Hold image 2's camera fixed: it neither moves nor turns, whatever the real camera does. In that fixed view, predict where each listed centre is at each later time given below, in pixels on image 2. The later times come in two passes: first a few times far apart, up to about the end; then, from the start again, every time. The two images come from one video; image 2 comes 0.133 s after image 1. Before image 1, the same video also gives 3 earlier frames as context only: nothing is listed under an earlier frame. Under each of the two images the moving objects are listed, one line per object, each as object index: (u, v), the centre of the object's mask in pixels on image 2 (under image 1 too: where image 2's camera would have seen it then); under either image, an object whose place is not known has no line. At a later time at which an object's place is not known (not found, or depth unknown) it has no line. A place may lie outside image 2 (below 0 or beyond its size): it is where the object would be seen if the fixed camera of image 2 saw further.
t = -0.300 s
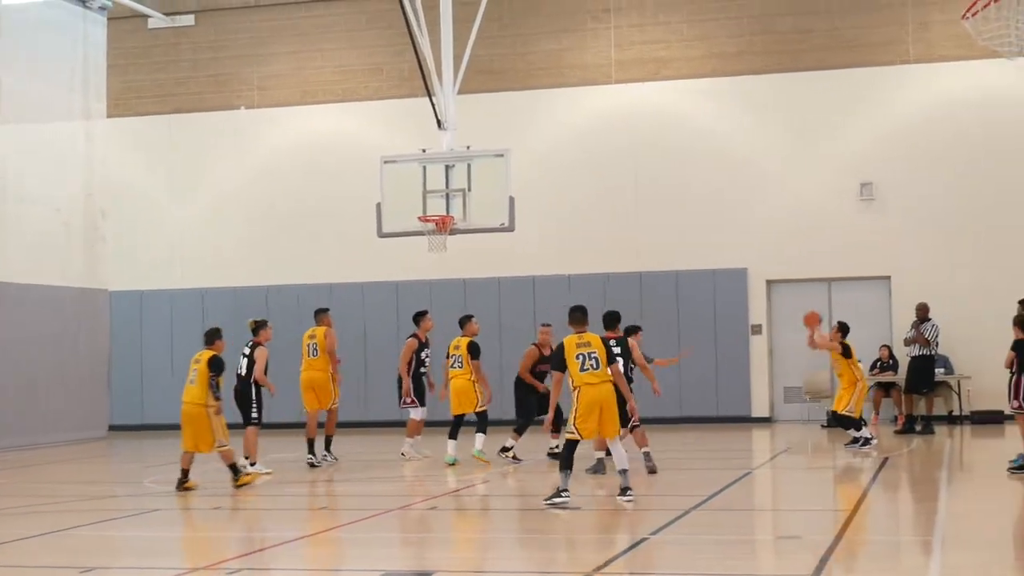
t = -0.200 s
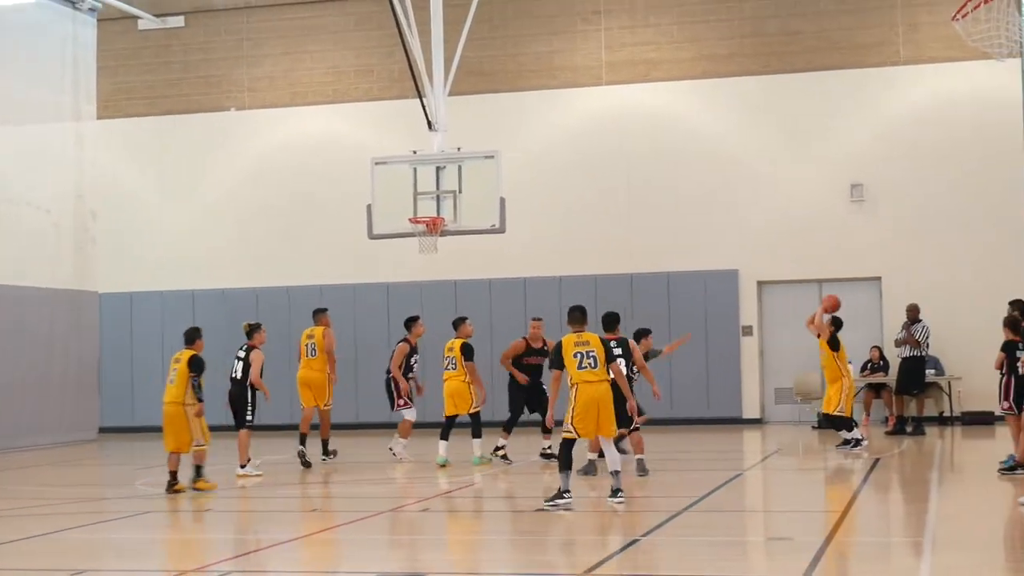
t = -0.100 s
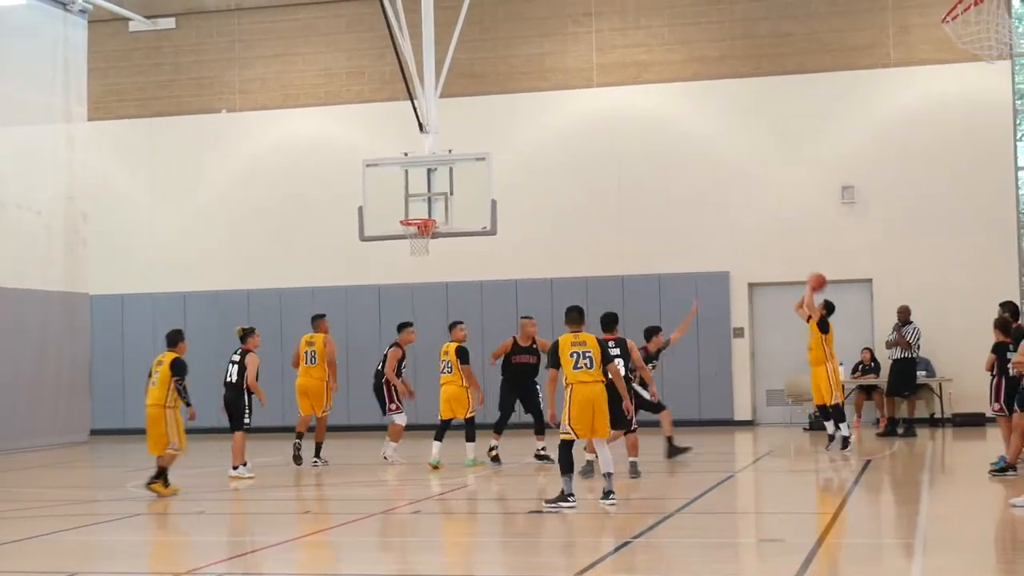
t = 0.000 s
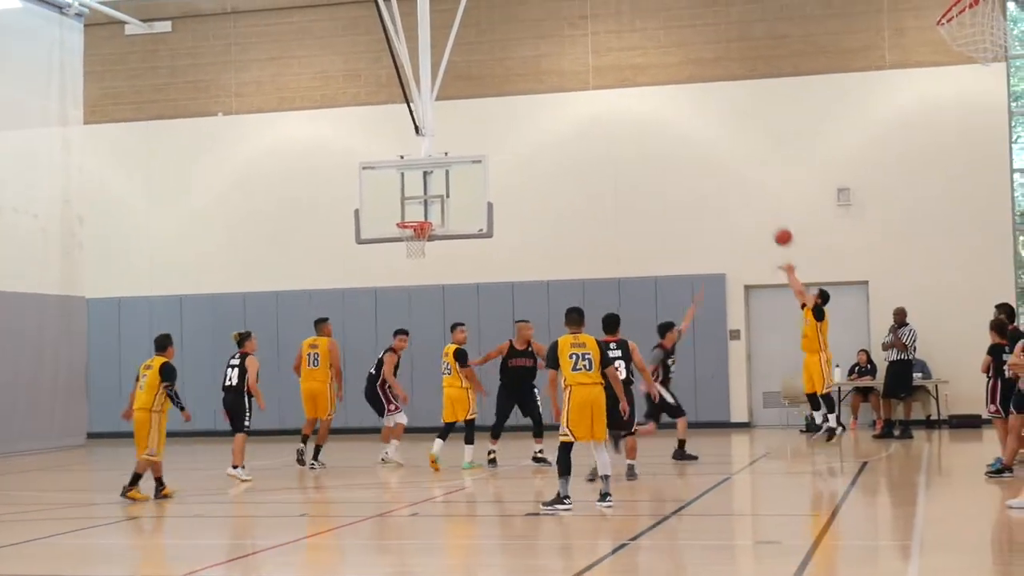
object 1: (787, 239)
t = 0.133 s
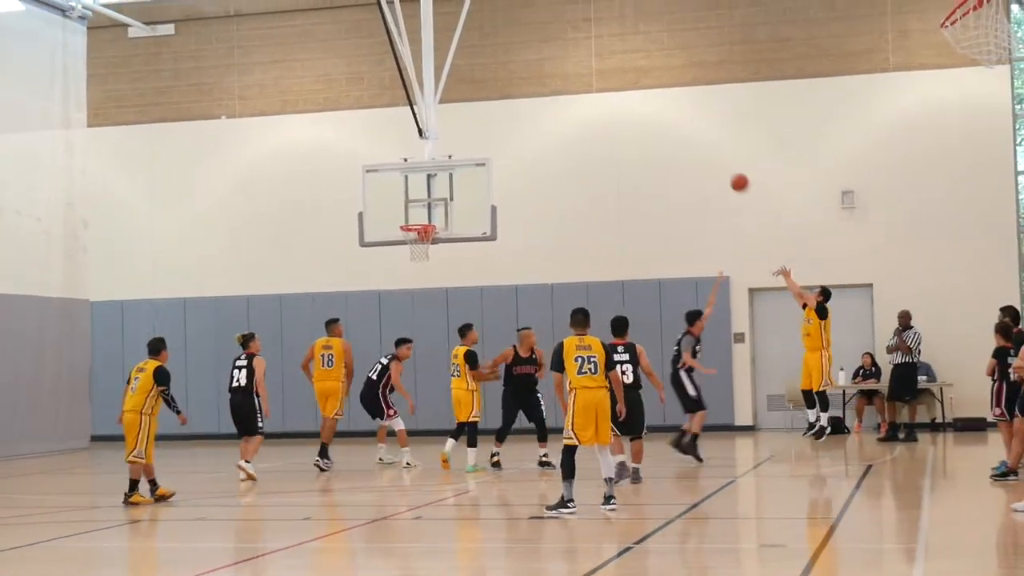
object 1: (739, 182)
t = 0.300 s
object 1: (682, 132)
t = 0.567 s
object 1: (596, 98)
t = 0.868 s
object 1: (505, 122)
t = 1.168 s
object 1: (420, 211)
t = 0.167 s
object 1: (727, 170)
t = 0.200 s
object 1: (716, 159)
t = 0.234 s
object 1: (704, 149)
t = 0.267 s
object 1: (693, 140)
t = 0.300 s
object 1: (682, 132)
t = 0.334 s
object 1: (671, 125)
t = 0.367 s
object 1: (660, 118)
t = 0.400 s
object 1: (649, 113)
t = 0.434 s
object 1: (639, 108)
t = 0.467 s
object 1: (628, 104)
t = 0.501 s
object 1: (617, 101)
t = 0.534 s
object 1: (606, 99)
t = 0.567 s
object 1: (596, 98)
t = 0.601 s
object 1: (586, 97)
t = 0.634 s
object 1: (575, 97)
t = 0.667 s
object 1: (565, 98)
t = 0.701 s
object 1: (555, 100)
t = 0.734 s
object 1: (545, 103)
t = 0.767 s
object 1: (535, 107)
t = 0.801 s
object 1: (525, 111)
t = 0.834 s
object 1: (515, 116)
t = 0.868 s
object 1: (505, 122)
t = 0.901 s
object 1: (495, 129)
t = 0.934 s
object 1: (486, 136)
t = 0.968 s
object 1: (476, 145)
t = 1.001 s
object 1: (467, 154)
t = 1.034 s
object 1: (457, 164)
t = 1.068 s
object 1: (448, 175)
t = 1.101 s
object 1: (438, 186)
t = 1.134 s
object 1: (429, 199)
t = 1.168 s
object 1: (420, 211)
